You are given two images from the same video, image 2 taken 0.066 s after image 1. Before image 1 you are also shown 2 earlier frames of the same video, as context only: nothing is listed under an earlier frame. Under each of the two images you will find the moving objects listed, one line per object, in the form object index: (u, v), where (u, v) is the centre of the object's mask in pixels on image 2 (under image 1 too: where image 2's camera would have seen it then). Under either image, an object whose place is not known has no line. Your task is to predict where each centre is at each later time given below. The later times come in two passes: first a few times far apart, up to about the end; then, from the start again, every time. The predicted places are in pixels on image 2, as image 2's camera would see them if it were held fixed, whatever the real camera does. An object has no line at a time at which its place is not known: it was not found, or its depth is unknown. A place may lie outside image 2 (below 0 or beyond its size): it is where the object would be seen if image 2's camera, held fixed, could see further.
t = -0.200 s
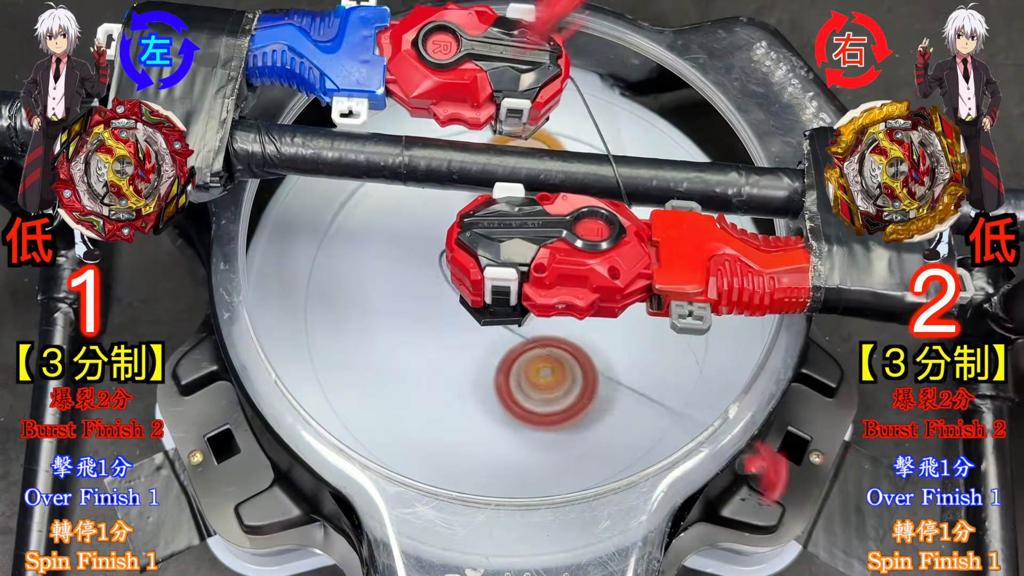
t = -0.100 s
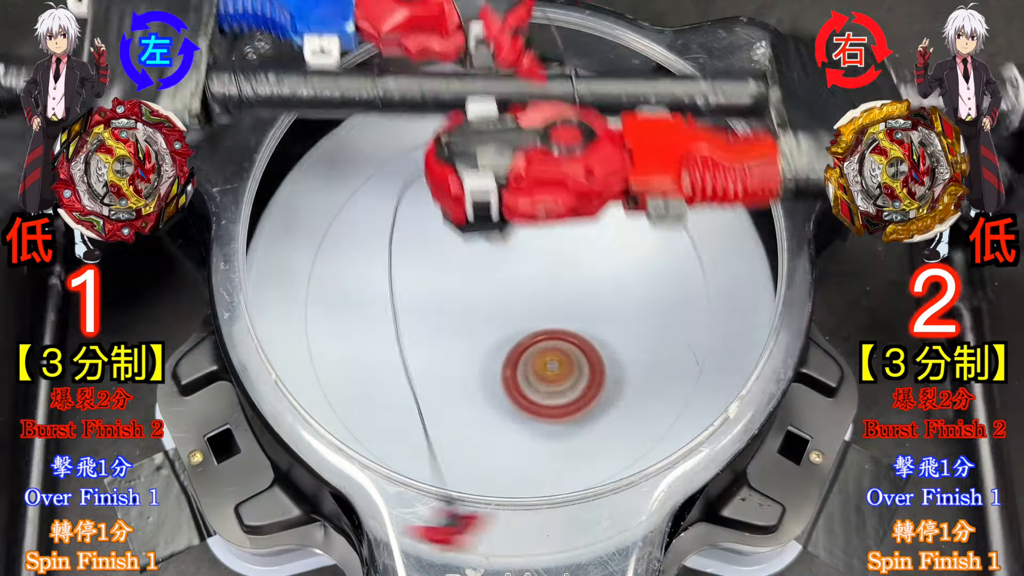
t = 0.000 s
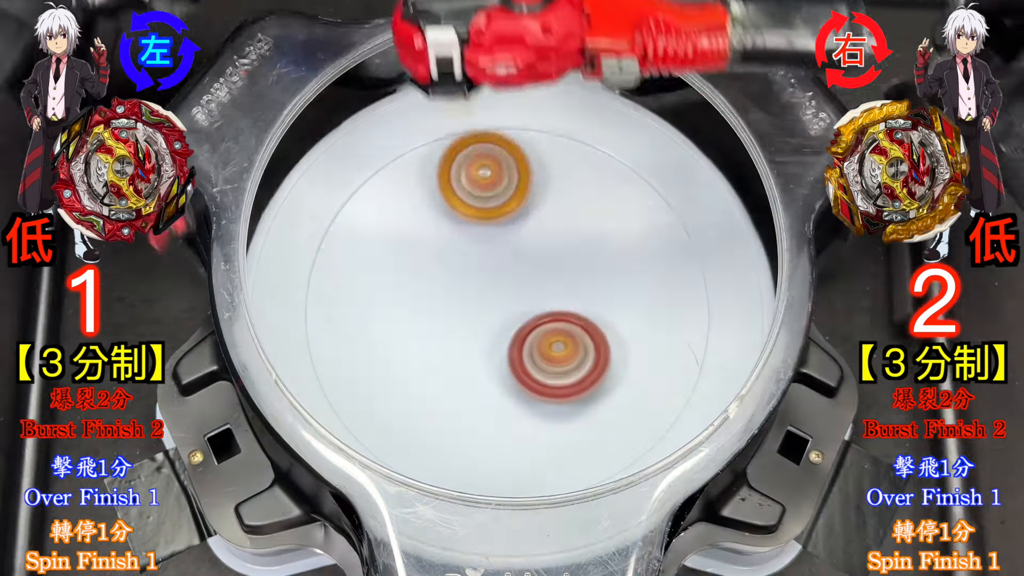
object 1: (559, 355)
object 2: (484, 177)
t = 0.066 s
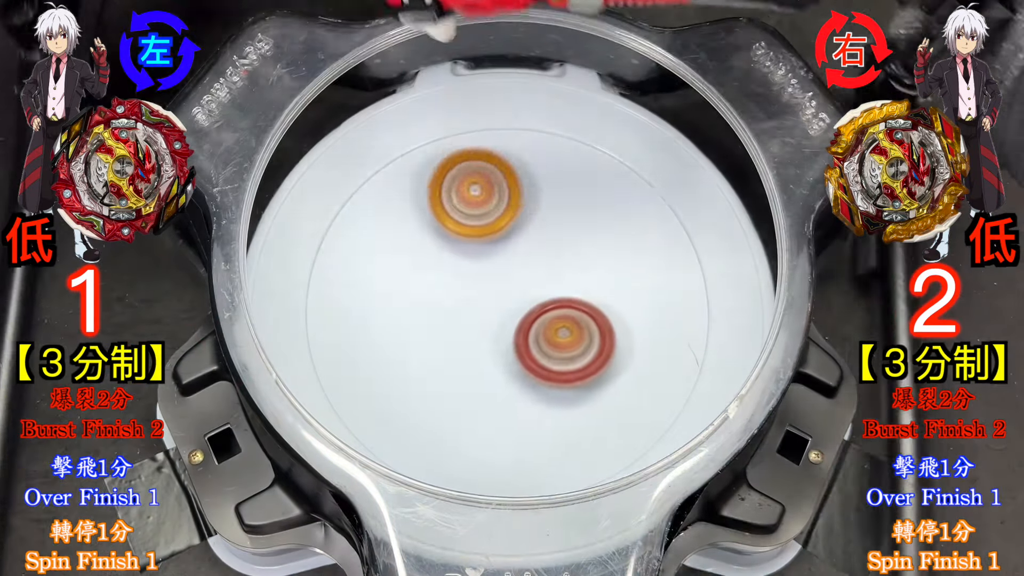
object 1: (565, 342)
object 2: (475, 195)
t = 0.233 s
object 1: (602, 310)
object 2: (492, 250)
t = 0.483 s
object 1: (686, 336)
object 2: (575, 274)
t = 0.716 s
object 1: (624, 414)
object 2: (610, 212)
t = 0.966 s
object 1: (483, 298)
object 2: (547, 175)
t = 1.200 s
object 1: (331, 315)
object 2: (577, 133)
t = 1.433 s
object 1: (426, 279)
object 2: (522, 270)
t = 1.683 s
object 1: (498, 187)
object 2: (646, 346)
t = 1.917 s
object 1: (670, 198)
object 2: (691, 311)
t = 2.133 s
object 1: (573, 256)
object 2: (635, 394)
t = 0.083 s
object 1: (567, 338)
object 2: (474, 200)
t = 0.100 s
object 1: (570, 335)
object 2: (474, 206)
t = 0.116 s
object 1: (573, 331)
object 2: (474, 211)
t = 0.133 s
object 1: (576, 327)
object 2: (474, 217)
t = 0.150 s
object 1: (579, 324)
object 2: (476, 222)
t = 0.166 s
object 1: (583, 321)
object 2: (478, 228)
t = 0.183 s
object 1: (588, 318)
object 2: (480, 234)
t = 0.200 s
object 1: (592, 315)
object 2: (484, 240)
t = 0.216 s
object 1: (597, 312)
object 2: (488, 245)
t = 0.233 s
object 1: (602, 310)
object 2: (492, 250)
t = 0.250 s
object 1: (607, 308)
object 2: (497, 255)
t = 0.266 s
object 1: (612, 306)
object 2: (503, 259)
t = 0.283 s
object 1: (617, 305)
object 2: (509, 263)
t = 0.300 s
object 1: (623, 304)
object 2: (515, 267)
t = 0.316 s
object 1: (627, 304)
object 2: (521, 271)
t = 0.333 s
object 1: (632, 304)
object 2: (528, 273)
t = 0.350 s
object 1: (637, 304)
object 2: (535, 276)
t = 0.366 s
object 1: (643, 306)
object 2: (540, 278)
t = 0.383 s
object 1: (651, 308)
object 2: (544, 278)
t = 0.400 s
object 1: (658, 312)
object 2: (549, 278)
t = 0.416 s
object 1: (665, 316)
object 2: (554, 279)
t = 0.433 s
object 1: (671, 320)
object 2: (559, 278)
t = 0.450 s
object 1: (677, 325)
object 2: (564, 277)
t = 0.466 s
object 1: (682, 331)
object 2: (570, 276)
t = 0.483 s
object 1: (686, 336)
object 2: (575, 274)
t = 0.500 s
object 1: (689, 343)
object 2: (581, 272)
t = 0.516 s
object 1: (691, 349)
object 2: (586, 269)
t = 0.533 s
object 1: (692, 357)
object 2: (591, 266)
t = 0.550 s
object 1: (691, 364)
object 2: (596, 262)
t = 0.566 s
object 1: (689, 371)
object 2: (600, 258)
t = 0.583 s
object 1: (686, 377)
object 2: (603, 254)
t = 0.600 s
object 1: (682, 383)
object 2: (607, 249)
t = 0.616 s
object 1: (676, 389)
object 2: (609, 244)
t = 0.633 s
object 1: (670, 394)
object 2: (611, 239)
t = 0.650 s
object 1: (663, 400)
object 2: (612, 234)
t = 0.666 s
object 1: (655, 405)
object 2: (612, 228)
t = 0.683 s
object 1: (645, 409)
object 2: (612, 223)
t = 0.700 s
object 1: (635, 412)
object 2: (612, 217)
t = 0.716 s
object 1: (624, 414)
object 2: (610, 212)
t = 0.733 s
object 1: (613, 414)
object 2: (609, 207)
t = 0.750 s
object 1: (602, 413)
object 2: (607, 202)
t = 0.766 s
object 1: (591, 412)
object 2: (604, 198)
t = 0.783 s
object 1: (579, 409)
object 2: (602, 193)
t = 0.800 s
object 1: (567, 405)
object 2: (598, 188)
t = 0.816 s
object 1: (557, 400)
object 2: (595, 185)
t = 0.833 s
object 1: (546, 393)
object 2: (591, 181)
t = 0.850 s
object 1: (535, 386)
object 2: (586, 179)
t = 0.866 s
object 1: (525, 376)
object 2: (581, 176)
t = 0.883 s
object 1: (516, 366)
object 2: (576, 175)
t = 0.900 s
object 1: (507, 354)
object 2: (571, 174)
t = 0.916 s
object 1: (500, 341)
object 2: (565, 173)
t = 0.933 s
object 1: (493, 327)
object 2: (559, 173)
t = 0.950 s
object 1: (488, 313)
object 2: (553, 174)
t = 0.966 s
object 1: (483, 298)
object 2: (547, 175)
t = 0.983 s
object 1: (480, 283)
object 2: (541, 177)
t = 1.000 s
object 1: (478, 267)
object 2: (535, 180)
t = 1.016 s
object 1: (466, 264)
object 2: (538, 172)
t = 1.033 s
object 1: (448, 271)
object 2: (548, 154)
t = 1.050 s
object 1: (429, 277)
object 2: (558, 139)
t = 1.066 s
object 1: (412, 283)
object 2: (567, 124)
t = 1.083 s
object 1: (395, 289)
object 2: (574, 114)
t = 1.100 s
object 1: (381, 294)
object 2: (579, 105)
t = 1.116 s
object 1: (367, 299)
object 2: (585, 100)
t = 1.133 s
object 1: (354, 303)
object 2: (586, 103)
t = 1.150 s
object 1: (343, 308)
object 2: (585, 112)
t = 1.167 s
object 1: (336, 309)
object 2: (582, 118)
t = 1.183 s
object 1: (333, 311)
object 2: (580, 124)
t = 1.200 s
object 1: (331, 315)
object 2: (577, 133)
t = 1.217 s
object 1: (331, 317)
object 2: (573, 143)
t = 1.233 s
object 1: (332, 318)
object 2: (568, 151)
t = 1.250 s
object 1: (334, 319)
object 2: (563, 160)
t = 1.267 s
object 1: (338, 319)
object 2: (558, 171)
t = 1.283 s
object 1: (344, 320)
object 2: (552, 181)
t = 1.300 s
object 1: (351, 318)
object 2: (547, 192)
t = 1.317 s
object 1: (360, 316)
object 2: (540, 202)
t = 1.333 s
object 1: (369, 314)
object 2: (534, 213)
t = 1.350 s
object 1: (379, 311)
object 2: (529, 222)
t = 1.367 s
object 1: (390, 306)
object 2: (524, 233)
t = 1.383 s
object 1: (402, 302)
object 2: (520, 242)
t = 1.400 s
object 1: (413, 296)
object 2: (516, 252)
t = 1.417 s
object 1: (426, 289)
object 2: (514, 261)
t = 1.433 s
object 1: (426, 279)
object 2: (522, 270)
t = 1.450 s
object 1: (425, 271)
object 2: (530, 278)
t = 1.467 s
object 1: (424, 265)
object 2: (539, 289)
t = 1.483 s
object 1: (424, 260)
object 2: (547, 297)
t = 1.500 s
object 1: (424, 256)
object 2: (554, 304)
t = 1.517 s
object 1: (427, 247)
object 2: (562, 312)
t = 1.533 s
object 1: (430, 240)
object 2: (570, 318)
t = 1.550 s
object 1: (434, 235)
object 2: (578, 324)
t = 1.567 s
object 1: (439, 229)
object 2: (586, 329)
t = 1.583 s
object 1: (444, 221)
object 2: (595, 333)
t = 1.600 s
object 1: (451, 215)
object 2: (604, 338)
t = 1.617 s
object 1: (459, 209)
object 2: (613, 341)
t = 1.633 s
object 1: (467, 203)
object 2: (621, 344)
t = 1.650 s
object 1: (476, 197)
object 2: (629, 345)
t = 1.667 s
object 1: (487, 192)
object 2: (638, 346)
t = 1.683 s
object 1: (498, 187)
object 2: (646, 346)
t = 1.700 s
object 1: (510, 182)
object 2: (653, 345)
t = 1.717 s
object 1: (523, 179)
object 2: (660, 343)
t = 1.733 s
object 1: (537, 176)
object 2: (667, 340)
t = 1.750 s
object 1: (551, 174)
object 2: (672, 337)
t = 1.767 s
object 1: (566, 173)
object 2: (677, 333)
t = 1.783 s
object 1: (581, 173)
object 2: (681, 328)
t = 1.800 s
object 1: (596, 175)
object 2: (684, 323)
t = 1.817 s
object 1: (612, 178)
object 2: (686, 317)
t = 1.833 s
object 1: (627, 183)
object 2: (687, 311)
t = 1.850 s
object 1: (643, 190)
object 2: (687, 304)
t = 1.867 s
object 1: (657, 197)
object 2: (687, 297)
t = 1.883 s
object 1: (668, 198)
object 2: (688, 299)
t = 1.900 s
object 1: (673, 195)
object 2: (690, 304)
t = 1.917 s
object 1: (670, 198)
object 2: (691, 311)
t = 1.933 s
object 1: (667, 203)
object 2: (690, 316)
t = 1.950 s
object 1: (661, 211)
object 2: (688, 321)
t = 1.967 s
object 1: (656, 217)
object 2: (686, 326)
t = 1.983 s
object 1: (651, 225)
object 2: (682, 330)
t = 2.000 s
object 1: (644, 234)
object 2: (678, 333)
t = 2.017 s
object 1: (637, 242)
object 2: (672, 335)
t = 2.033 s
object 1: (629, 245)
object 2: (668, 345)
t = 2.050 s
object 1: (620, 246)
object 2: (664, 355)
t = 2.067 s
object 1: (610, 247)
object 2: (659, 364)
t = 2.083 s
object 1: (601, 249)
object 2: (654, 373)
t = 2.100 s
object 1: (590, 251)
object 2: (648, 381)
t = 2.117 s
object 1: (582, 253)
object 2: (642, 388)
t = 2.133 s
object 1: (573, 256)
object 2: (635, 394)
